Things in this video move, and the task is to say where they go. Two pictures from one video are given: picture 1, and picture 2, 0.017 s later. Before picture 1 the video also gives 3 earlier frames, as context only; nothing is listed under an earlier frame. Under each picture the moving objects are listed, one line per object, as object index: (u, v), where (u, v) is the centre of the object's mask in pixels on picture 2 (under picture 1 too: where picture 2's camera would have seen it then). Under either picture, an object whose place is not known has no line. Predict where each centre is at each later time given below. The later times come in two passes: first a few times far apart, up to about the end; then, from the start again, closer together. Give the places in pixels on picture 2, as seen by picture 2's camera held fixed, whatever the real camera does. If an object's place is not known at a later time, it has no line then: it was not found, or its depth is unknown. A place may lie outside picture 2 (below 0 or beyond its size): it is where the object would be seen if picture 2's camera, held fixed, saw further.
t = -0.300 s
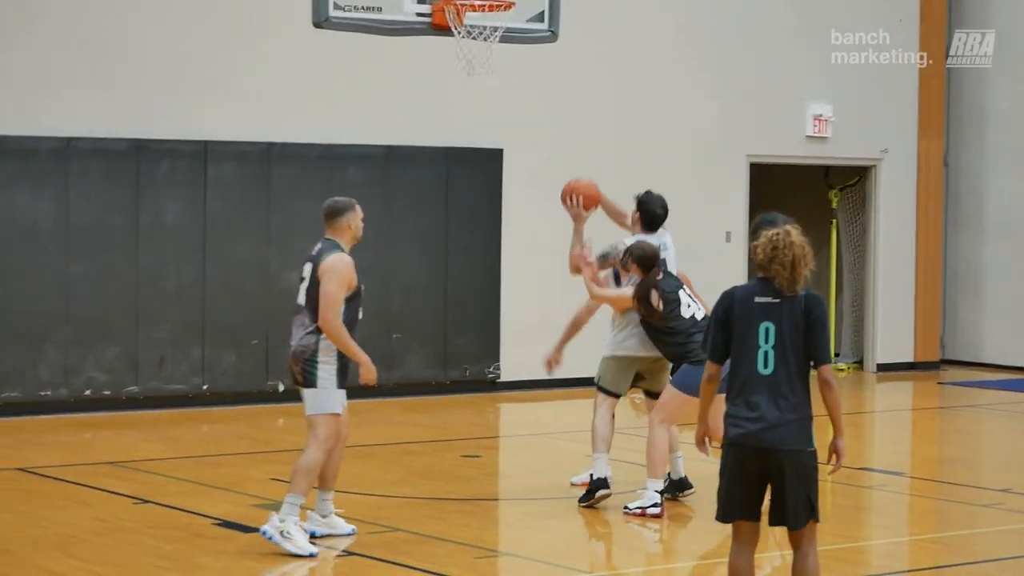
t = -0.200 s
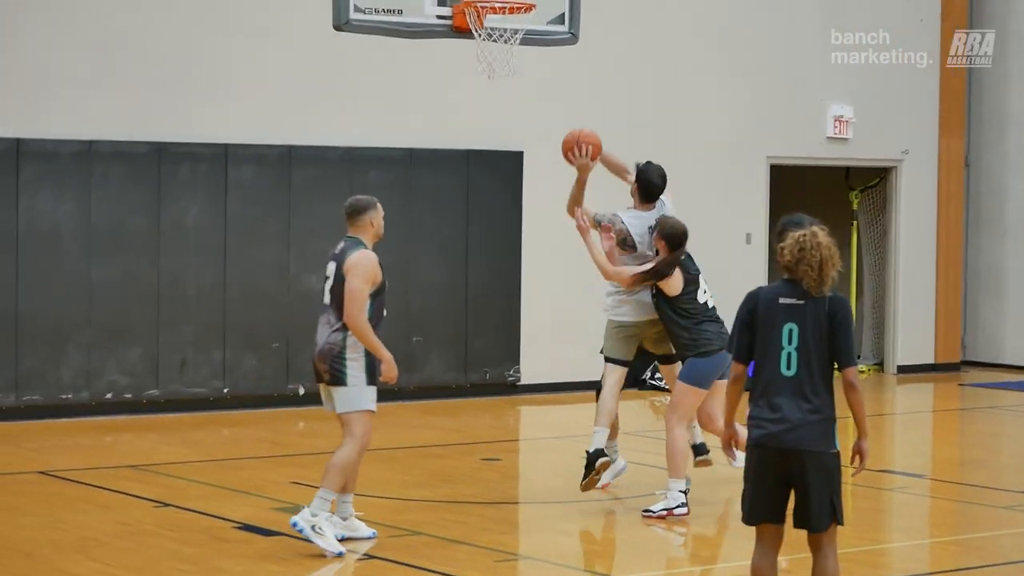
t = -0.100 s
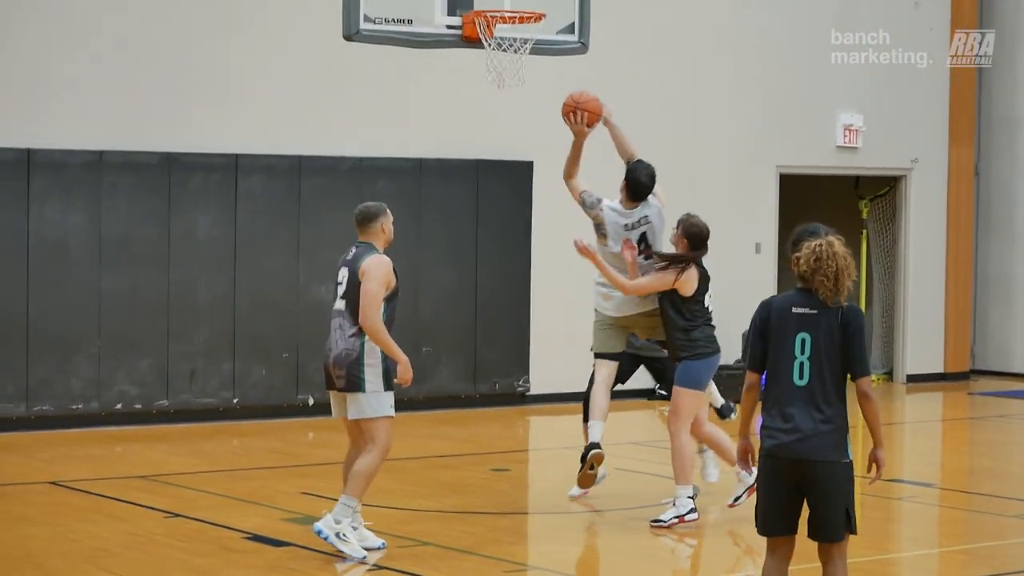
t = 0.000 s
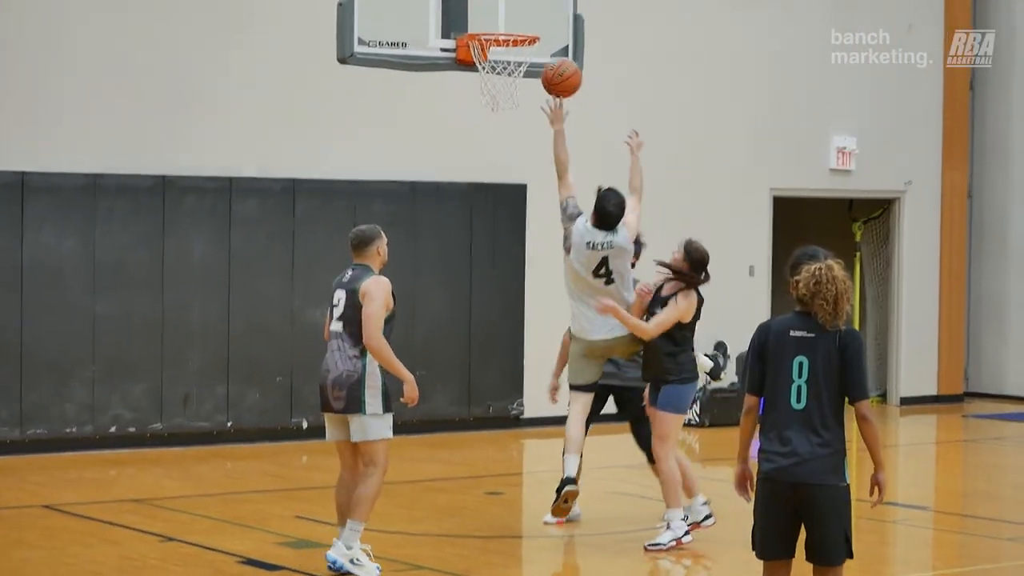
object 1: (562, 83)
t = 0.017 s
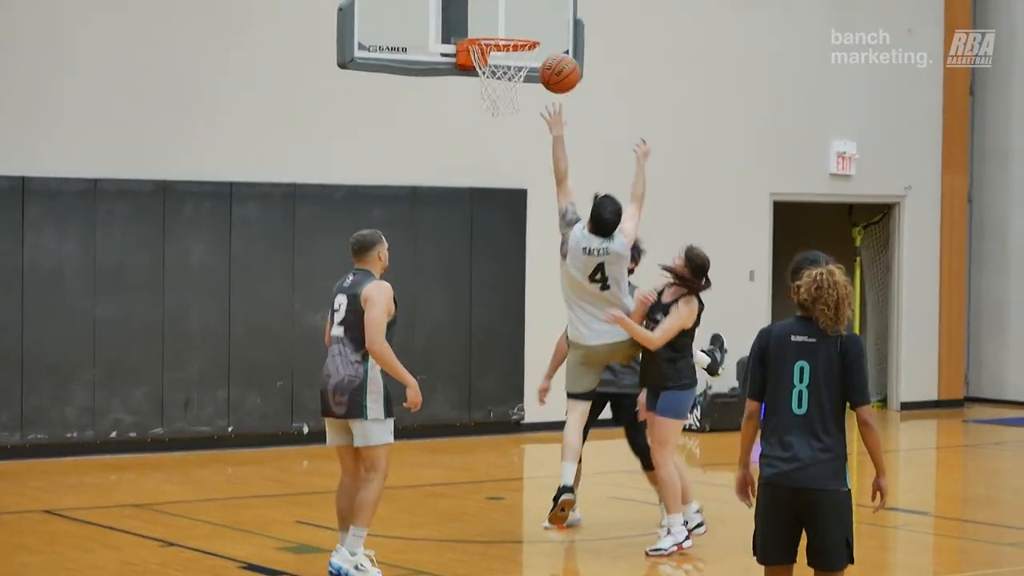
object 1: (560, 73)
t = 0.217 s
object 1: (534, 0)
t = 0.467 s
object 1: (502, 3)
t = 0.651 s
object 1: (488, 56)
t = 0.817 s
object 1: (504, 102)
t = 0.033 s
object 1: (557, 65)
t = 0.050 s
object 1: (555, 57)
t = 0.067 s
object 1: (553, 48)
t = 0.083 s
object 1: (551, 41)
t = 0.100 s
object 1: (548, 35)
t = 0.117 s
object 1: (546, 29)
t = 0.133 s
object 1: (544, 22)
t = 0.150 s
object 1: (542, 17)
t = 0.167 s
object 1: (540, 12)
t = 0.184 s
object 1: (537, 8)
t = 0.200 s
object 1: (535, 4)
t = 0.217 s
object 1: (534, 0)
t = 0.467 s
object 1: (502, 3)
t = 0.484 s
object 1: (500, 7)
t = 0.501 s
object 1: (498, 11)
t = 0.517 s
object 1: (496, 15)
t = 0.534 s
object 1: (494, 20)
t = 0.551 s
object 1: (492, 24)
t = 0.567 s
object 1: (491, 26)
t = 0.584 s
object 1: (490, 28)
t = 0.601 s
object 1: (488, 31)
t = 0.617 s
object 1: (490, 39)
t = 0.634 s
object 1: (488, 50)
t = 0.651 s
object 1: (488, 56)
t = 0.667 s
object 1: (488, 59)
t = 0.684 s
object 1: (489, 62)
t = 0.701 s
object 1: (489, 67)
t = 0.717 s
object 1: (493, 75)
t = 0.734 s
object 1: (494, 80)
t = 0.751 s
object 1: (496, 84)
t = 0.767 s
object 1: (497, 88)
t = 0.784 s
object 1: (500, 92)
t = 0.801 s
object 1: (501, 97)
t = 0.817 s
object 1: (504, 102)
